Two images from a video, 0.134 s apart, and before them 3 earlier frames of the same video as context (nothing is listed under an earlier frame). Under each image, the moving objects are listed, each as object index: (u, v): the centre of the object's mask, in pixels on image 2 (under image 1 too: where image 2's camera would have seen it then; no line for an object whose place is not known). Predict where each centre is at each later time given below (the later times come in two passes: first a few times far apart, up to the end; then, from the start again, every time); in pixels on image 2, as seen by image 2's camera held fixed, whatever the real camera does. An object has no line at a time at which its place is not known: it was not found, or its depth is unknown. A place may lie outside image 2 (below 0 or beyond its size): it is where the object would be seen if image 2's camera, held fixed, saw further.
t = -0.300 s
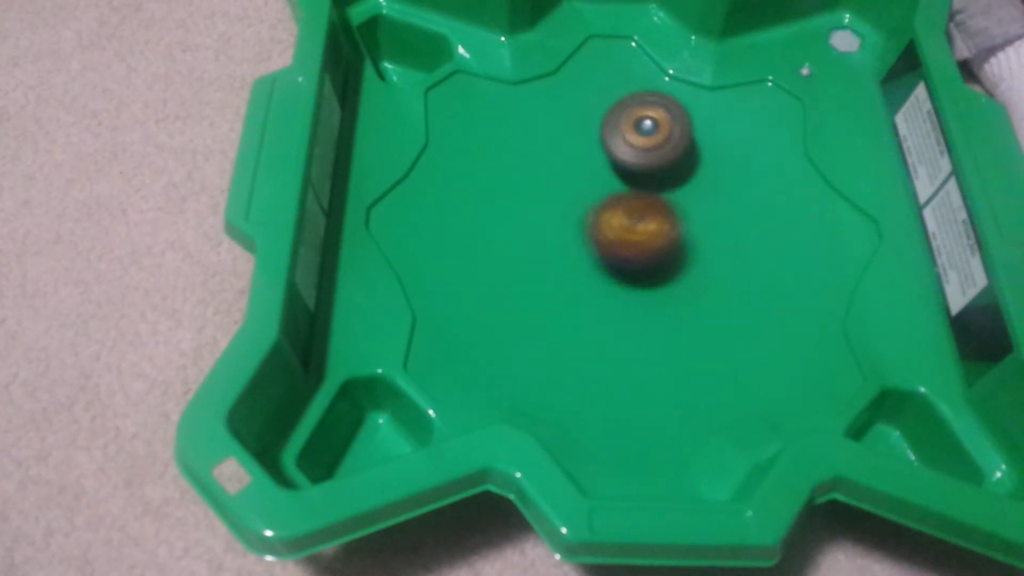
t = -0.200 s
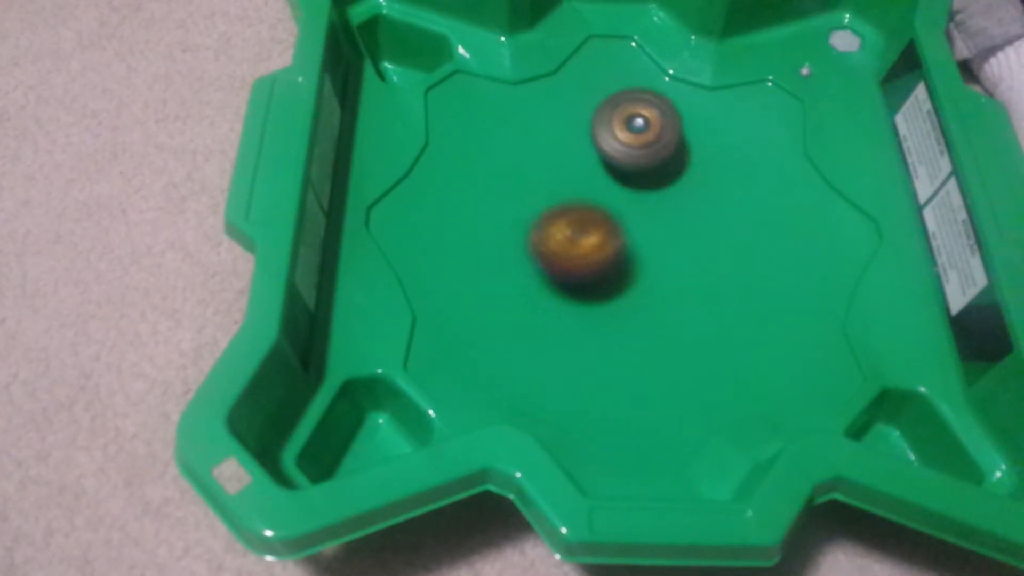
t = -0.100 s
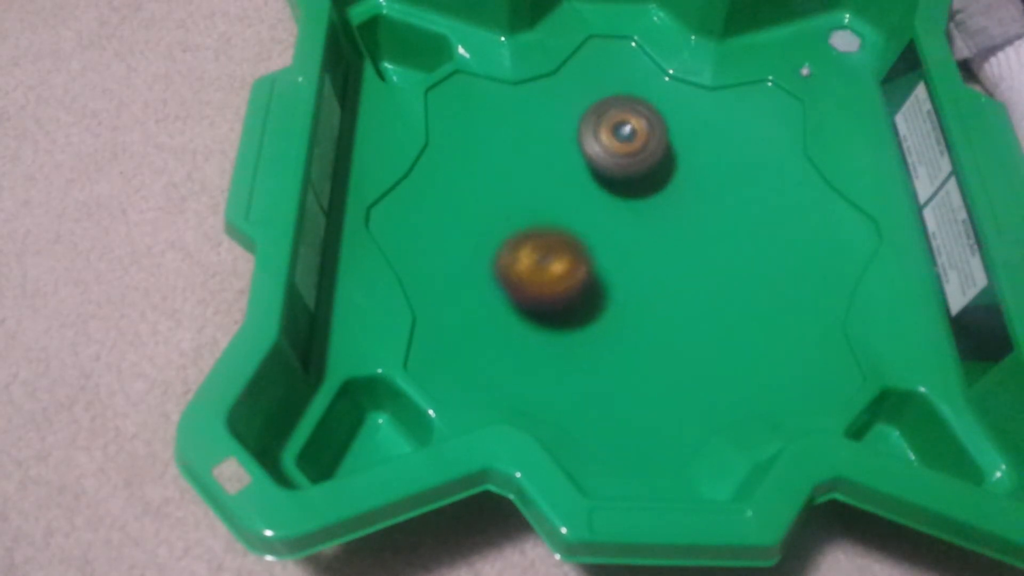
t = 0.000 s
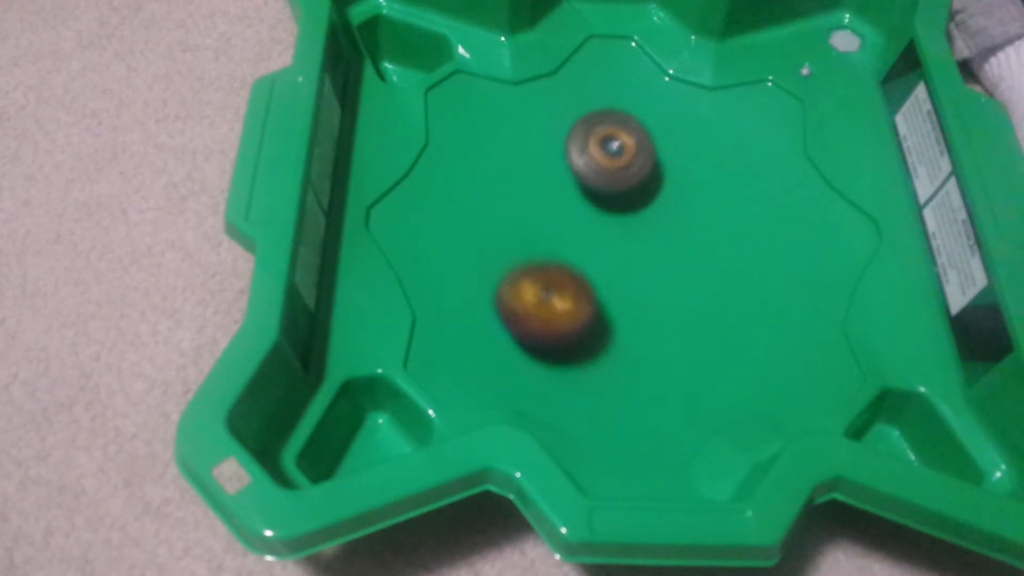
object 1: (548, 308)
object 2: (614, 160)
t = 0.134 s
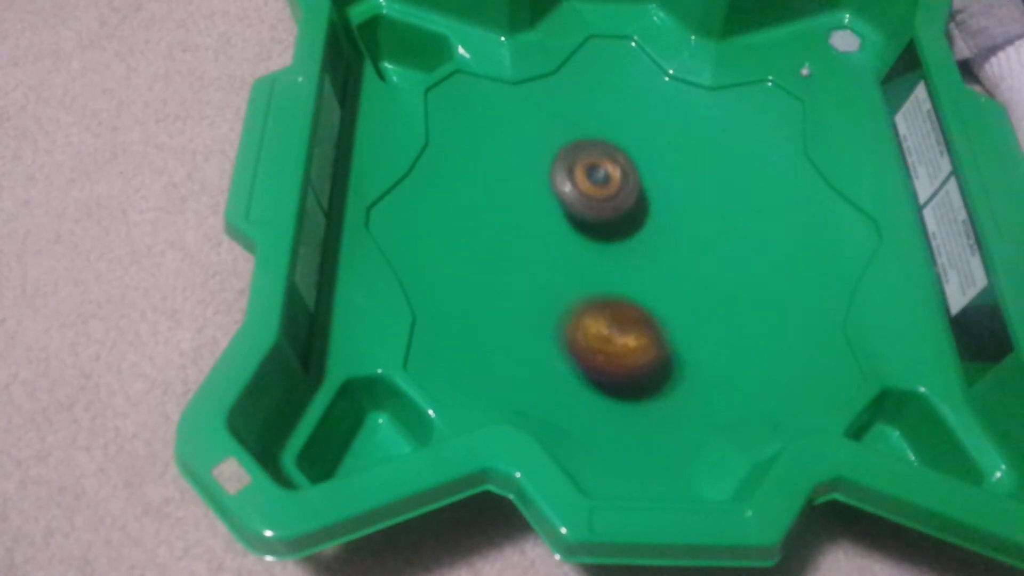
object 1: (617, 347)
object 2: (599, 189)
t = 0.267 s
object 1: (702, 314)
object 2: (594, 222)
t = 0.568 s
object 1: (631, 140)
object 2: (629, 286)
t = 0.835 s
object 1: (444, 164)
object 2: (680, 296)
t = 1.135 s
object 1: (640, 338)
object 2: (694, 250)
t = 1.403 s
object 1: (786, 184)
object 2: (654, 193)
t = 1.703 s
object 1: (585, 51)
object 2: (572, 230)
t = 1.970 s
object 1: (602, 199)
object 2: (526, 339)
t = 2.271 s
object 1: (719, 270)
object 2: (610, 355)
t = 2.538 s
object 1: (729, 162)
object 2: (694, 280)
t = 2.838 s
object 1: (563, 224)
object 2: (682, 162)
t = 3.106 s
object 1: (679, 334)
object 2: (601, 117)
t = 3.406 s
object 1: (694, 194)
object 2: (534, 179)
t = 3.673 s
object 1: (524, 187)
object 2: (577, 278)
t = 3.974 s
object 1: (607, 325)
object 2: (715, 309)
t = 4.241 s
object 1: (622, 263)
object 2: (808, 229)
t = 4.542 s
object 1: (536, 179)
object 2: (699, 160)
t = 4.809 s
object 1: (569, 244)
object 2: (547, 162)
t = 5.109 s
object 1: (732, 226)
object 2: (494, 226)
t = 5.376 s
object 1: (647, 152)
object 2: (584, 294)
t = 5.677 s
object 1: (577, 271)
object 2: (725, 260)
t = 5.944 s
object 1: (702, 300)
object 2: (730, 178)
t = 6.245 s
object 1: (671, 241)
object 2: (629, 118)
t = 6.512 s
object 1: (647, 330)
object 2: (577, 175)
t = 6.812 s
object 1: (687, 325)
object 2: (605, 254)
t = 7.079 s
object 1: (726, 271)
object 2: (631, 221)
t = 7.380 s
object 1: (701, 255)
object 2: (553, 133)
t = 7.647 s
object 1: (603, 253)
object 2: (523, 158)
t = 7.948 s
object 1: (623, 363)
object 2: (554, 144)
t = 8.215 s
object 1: (686, 324)
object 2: (614, 149)
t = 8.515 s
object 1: (682, 246)
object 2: (633, 144)
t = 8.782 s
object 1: (702, 245)
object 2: (623, 160)
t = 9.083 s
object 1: (690, 288)
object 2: (627, 190)
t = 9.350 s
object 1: (660, 288)
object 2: (668, 206)
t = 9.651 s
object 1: (588, 305)
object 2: (668, 155)
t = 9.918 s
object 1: (583, 264)
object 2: (628, 189)
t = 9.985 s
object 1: (578, 272)
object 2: (636, 189)
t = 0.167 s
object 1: (641, 347)
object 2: (597, 197)
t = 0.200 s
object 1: (665, 341)
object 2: (595, 205)
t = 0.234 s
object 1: (686, 329)
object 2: (594, 213)
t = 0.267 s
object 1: (702, 314)
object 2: (594, 222)
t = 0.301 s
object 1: (712, 294)
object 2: (594, 230)
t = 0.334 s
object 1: (717, 274)
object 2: (595, 239)
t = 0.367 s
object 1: (717, 252)
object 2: (597, 247)
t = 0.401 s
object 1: (713, 230)
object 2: (600, 254)
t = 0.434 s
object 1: (703, 208)
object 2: (605, 262)
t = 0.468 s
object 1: (689, 187)
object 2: (610, 268)
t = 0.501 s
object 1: (671, 168)
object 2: (616, 275)
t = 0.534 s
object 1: (653, 153)
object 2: (622, 281)
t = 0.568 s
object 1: (631, 140)
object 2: (629, 286)
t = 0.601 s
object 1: (607, 130)
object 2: (636, 291)
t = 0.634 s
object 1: (584, 124)
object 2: (642, 294)
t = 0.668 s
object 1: (558, 120)
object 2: (649, 297)
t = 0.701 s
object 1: (534, 121)
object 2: (656, 298)
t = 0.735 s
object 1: (509, 127)
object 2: (662, 299)
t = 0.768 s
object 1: (485, 136)
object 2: (669, 299)
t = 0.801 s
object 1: (461, 145)
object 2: (675, 298)
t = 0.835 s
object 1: (444, 164)
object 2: (680, 296)
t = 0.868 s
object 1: (436, 190)
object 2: (684, 293)
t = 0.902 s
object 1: (440, 219)
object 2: (687, 290)
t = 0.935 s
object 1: (449, 247)
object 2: (691, 286)
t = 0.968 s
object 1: (468, 275)
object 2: (694, 281)
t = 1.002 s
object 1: (494, 300)
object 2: (696, 275)
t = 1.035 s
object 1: (527, 320)
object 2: (697, 270)
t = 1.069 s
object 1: (564, 332)
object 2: (697, 263)
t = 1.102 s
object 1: (603, 338)
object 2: (696, 257)
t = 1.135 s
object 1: (640, 338)
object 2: (694, 250)
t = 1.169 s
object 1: (677, 330)
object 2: (692, 243)
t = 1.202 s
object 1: (711, 315)
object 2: (689, 234)
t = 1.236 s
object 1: (741, 297)
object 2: (682, 225)
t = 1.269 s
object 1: (763, 280)
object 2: (678, 218)
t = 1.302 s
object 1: (780, 256)
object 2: (673, 210)
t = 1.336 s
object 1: (789, 233)
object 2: (667, 204)
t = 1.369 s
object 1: (792, 208)
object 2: (661, 198)
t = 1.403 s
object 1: (786, 184)
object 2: (654, 193)
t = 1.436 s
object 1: (775, 161)
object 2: (647, 188)
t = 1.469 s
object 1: (758, 141)
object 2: (639, 184)
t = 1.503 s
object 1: (737, 124)
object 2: (632, 180)
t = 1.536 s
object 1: (711, 108)
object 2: (624, 177)
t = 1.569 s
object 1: (682, 99)
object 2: (617, 175)
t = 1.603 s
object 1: (652, 89)
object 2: (609, 173)
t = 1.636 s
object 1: (621, 85)
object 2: (601, 178)
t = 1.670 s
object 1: (602, 66)
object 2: (585, 205)
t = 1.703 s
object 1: (585, 51)
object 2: (572, 230)
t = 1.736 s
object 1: (579, 42)
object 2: (561, 253)
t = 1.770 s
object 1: (581, 60)
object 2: (552, 272)
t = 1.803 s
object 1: (584, 89)
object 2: (544, 287)
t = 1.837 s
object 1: (587, 110)
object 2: (537, 300)
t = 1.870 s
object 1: (590, 134)
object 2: (532, 311)
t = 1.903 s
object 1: (593, 156)
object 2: (528, 321)
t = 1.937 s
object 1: (597, 178)
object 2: (526, 330)
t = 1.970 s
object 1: (602, 199)
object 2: (526, 339)
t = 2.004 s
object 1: (610, 219)
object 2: (528, 347)
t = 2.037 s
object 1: (618, 236)
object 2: (533, 353)
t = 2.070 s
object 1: (631, 250)
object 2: (541, 358)
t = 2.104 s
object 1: (644, 261)
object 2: (549, 362)
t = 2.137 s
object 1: (658, 269)
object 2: (559, 364)
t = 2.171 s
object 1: (673, 274)
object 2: (570, 364)
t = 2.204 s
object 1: (688, 276)
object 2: (583, 362)
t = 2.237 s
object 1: (703, 275)
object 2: (597, 359)
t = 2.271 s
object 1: (719, 270)
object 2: (610, 355)
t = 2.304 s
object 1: (733, 262)
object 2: (624, 349)
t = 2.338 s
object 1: (745, 250)
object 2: (637, 342)
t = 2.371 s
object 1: (754, 236)
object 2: (650, 334)
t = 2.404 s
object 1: (759, 221)
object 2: (661, 325)
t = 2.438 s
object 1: (759, 204)
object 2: (671, 315)
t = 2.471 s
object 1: (753, 188)
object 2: (681, 304)
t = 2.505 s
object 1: (743, 173)
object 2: (688, 292)
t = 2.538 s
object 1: (729, 162)
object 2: (694, 280)
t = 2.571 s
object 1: (710, 153)
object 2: (699, 266)
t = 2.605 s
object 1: (690, 149)
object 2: (703, 252)
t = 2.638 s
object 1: (667, 147)
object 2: (705, 238)
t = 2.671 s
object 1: (643, 151)
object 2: (704, 224)
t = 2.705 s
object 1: (621, 158)
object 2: (702, 211)
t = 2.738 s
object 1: (599, 171)
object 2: (699, 198)
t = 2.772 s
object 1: (584, 186)
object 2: (695, 185)
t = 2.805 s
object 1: (571, 202)
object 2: (689, 173)
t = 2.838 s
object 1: (563, 224)
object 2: (682, 162)
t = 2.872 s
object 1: (560, 243)
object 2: (674, 151)
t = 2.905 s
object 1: (564, 264)
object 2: (665, 142)
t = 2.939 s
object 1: (573, 285)
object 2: (655, 134)
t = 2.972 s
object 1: (587, 301)
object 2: (645, 128)
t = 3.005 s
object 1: (607, 318)
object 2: (635, 122)
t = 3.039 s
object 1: (629, 329)
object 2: (624, 119)
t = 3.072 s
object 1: (655, 334)
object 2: (612, 117)
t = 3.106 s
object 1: (679, 334)
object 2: (601, 117)
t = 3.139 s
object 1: (700, 328)
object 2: (591, 118)
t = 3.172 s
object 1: (719, 317)
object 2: (580, 121)
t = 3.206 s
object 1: (731, 302)
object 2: (571, 125)
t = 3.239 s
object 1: (738, 285)
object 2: (562, 131)
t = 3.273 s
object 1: (740, 265)
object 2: (554, 138)
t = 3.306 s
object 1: (736, 247)
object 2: (547, 147)
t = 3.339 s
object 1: (726, 227)
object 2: (541, 157)
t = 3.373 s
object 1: (711, 209)
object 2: (537, 167)
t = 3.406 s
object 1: (694, 194)
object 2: (534, 179)
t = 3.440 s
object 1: (675, 182)
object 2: (533, 192)
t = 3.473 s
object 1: (651, 170)
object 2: (533, 204)
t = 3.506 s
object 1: (626, 164)
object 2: (536, 217)
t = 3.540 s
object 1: (604, 161)
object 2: (540, 230)
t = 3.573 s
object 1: (582, 162)
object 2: (547, 243)
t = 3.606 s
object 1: (561, 166)
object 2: (555, 257)
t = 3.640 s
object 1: (540, 175)
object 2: (565, 267)
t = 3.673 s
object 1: (524, 187)
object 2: (577, 278)
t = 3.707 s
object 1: (512, 200)
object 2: (590, 288)
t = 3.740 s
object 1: (503, 218)
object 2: (604, 296)
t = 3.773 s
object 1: (499, 237)
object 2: (619, 303)
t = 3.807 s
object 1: (500, 256)
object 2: (635, 308)
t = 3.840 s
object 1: (509, 275)
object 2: (652, 312)
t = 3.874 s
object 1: (528, 296)
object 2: (667, 313)
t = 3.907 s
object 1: (550, 311)
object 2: (683, 313)
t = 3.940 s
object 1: (576, 320)
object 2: (699, 312)
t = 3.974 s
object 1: (607, 325)
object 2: (715, 309)
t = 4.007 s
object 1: (612, 327)
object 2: (745, 299)
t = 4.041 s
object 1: (616, 326)
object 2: (769, 289)
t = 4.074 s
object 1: (619, 322)
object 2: (785, 280)
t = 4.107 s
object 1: (623, 315)
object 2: (796, 270)
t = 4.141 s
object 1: (625, 305)
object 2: (803, 260)
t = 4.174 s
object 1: (626, 292)
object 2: (807, 250)
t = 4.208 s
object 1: (625, 278)
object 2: (809, 239)
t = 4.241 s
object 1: (622, 263)
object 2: (808, 229)
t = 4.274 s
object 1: (617, 249)
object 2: (804, 218)
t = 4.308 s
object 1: (610, 234)
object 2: (798, 208)
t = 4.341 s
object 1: (602, 220)
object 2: (789, 199)
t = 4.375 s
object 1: (591, 208)
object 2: (778, 190)
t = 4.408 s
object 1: (581, 198)
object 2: (765, 182)
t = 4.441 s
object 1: (569, 190)
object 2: (751, 175)
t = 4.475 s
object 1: (558, 184)
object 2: (734, 169)
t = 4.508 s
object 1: (546, 180)
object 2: (717, 163)
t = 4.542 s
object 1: (536, 179)
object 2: (699, 160)
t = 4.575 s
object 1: (527, 182)
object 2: (680, 157)
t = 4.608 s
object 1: (520, 187)
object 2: (660, 155)
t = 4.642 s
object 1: (516, 195)
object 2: (640, 155)
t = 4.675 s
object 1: (518, 205)
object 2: (620, 156)
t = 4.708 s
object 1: (525, 217)
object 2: (601, 157)
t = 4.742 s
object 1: (537, 228)
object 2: (584, 159)
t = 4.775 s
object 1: (552, 235)
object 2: (566, 159)
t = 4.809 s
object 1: (569, 244)
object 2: (547, 162)
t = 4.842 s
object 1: (589, 259)
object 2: (536, 165)
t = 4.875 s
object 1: (610, 269)
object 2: (525, 169)
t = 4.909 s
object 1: (633, 274)
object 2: (515, 173)
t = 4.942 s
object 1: (656, 274)
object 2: (507, 179)
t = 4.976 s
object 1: (677, 271)
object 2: (500, 187)
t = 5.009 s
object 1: (696, 264)
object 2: (495, 196)
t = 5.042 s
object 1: (712, 254)
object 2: (493, 205)
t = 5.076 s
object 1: (724, 241)
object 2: (493, 215)
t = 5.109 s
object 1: (732, 226)
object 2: (494, 226)
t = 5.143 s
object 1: (735, 212)
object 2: (498, 237)
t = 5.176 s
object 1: (733, 197)
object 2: (505, 248)
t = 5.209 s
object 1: (727, 183)
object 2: (513, 258)
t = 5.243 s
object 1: (715, 171)
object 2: (524, 268)
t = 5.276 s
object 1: (701, 161)
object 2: (536, 276)
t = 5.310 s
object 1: (684, 155)
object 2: (551, 284)
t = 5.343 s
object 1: (666, 152)
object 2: (567, 290)
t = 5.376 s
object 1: (647, 152)
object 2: (584, 294)
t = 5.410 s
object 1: (629, 157)
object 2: (602, 297)
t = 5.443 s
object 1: (611, 165)
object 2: (620, 299)
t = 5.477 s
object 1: (596, 175)
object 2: (638, 298)
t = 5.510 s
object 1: (584, 189)
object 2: (656, 295)
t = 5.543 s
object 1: (575, 204)
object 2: (672, 291)
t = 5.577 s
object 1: (569, 220)
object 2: (688, 285)
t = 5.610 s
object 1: (567, 238)
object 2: (701, 278)
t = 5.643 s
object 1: (570, 255)
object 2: (714, 269)
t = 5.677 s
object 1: (577, 271)
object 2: (725, 260)
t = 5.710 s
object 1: (588, 286)
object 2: (732, 251)
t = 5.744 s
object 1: (602, 298)
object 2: (738, 240)
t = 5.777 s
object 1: (619, 308)
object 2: (742, 229)
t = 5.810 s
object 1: (636, 314)
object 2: (743, 219)
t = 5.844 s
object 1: (656, 316)
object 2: (743, 208)
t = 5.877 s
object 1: (673, 314)
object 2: (740, 198)
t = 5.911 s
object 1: (689, 309)
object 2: (736, 188)
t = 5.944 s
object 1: (702, 300)
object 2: (730, 178)
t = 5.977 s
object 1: (712, 289)
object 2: (722, 170)
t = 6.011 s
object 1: (717, 275)
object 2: (712, 163)
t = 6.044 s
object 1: (718, 262)
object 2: (702, 157)
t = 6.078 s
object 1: (716, 247)
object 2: (690, 153)
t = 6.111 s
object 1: (709, 233)
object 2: (678, 147)
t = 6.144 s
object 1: (700, 220)
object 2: (664, 143)
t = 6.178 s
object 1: (688, 219)
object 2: (653, 135)
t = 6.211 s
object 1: (679, 229)
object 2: (640, 125)
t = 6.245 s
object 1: (671, 241)
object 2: (629, 118)
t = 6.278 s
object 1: (664, 253)
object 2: (617, 117)
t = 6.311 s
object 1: (659, 267)
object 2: (609, 121)
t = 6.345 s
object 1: (655, 278)
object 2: (602, 127)
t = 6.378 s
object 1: (652, 288)
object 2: (595, 134)
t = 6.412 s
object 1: (648, 300)
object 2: (588, 143)
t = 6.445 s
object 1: (646, 312)
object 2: (583, 153)
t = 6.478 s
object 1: (645, 322)
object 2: (579, 163)
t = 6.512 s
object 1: (647, 330)
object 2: (577, 175)
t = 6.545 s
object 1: (649, 335)
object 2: (576, 188)
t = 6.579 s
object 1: (651, 337)
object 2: (577, 201)
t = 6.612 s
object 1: (654, 337)
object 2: (580, 214)
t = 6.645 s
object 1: (657, 333)
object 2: (584, 228)
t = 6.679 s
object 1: (659, 326)
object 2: (590, 240)
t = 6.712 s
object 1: (659, 321)
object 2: (594, 248)
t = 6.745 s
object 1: (666, 323)
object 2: (596, 250)
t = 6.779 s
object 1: (678, 327)
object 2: (599, 252)
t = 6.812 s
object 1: (687, 325)
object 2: (605, 254)
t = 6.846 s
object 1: (694, 320)
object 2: (611, 255)
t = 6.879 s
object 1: (701, 315)
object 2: (618, 256)
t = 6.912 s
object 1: (717, 313)
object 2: (621, 250)
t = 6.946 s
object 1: (729, 308)
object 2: (621, 244)
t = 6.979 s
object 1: (733, 300)
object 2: (623, 237)
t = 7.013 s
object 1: (733, 292)
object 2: (626, 232)
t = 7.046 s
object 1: (732, 283)
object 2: (629, 227)
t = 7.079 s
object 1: (726, 271)
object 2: (631, 221)
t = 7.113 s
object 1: (717, 262)
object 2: (629, 214)
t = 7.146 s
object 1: (724, 264)
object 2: (617, 198)
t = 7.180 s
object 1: (730, 263)
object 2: (602, 183)
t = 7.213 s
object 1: (731, 266)
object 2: (591, 169)
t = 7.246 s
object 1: (731, 266)
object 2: (582, 158)
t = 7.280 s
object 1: (727, 262)
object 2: (574, 149)
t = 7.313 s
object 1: (719, 260)
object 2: (567, 143)
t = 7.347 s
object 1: (712, 258)
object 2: (559, 137)
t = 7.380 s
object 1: (701, 255)
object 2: (553, 133)
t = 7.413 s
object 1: (688, 255)
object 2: (545, 131)
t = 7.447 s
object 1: (678, 254)
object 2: (539, 130)
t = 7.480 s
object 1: (664, 253)
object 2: (534, 131)
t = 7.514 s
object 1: (651, 253)
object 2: (529, 134)
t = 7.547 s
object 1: (640, 252)
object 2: (525, 138)
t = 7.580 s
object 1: (625, 252)
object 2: (523, 143)
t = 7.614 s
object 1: (613, 254)
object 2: (522, 150)
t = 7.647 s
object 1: (603, 253)
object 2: (523, 158)
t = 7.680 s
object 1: (590, 255)
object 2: (525, 166)
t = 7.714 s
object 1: (582, 259)
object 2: (528, 174)
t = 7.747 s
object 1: (575, 261)
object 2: (531, 179)
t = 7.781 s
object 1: (581, 291)
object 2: (534, 172)
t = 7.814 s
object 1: (586, 312)
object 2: (533, 162)
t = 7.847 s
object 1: (594, 334)
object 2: (535, 154)
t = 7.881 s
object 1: (604, 345)
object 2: (540, 148)
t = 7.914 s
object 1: (611, 356)
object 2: (547, 146)
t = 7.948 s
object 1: (623, 363)
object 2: (554, 144)
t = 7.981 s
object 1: (631, 368)
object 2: (563, 143)
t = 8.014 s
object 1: (646, 372)
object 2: (570, 143)
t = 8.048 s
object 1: (655, 370)
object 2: (579, 143)
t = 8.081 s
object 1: (669, 368)
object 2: (586, 144)
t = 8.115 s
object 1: (674, 358)
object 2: (595, 144)
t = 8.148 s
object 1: (683, 350)
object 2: (601, 146)
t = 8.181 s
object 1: (683, 335)
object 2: (608, 147)
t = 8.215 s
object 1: (686, 324)
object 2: (614, 149)
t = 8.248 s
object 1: (684, 308)
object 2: (620, 150)
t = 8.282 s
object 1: (683, 296)
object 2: (626, 152)
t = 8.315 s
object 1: (679, 280)
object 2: (631, 154)
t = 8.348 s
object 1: (676, 268)
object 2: (636, 156)
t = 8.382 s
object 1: (673, 253)
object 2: (640, 158)
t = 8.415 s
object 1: (669, 244)
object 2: (644, 159)
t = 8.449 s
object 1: (671, 239)
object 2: (641, 154)
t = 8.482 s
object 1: (676, 246)
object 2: (637, 149)
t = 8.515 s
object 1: (682, 246)
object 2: (633, 144)
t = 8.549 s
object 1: (682, 249)
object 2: (632, 143)
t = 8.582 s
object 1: (687, 249)
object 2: (630, 142)
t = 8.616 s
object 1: (689, 250)
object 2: (630, 143)
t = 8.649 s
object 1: (696, 250)
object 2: (628, 144)
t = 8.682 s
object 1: (697, 250)
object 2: (626, 147)
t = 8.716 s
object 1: (703, 250)
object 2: (624, 150)
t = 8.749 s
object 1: (701, 246)
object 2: (623, 155)
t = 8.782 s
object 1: (702, 245)
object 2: (623, 160)
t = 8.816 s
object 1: (697, 241)
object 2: (623, 166)
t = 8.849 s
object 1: (693, 241)
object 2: (623, 171)
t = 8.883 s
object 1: (688, 242)
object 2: (621, 174)
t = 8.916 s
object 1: (692, 254)
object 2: (619, 175)
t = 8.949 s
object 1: (691, 261)
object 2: (616, 176)
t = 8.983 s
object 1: (695, 270)
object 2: (617, 180)
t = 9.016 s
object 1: (692, 276)
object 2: (619, 183)
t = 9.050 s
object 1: (695, 282)
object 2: (624, 187)
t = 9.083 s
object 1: (690, 288)
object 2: (627, 190)
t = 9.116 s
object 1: (691, 291)
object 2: (631, 195)
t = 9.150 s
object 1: (686, 296)
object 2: (636, 198)
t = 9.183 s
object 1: (686, 295)
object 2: (641, 202)
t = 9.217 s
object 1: (683, 297)
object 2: (646, 204)
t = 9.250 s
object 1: (678, 294)
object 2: (651, 204)
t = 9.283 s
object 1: (672, 293)
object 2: (657, 206)
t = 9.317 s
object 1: (664, 289)
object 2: (663, 206)
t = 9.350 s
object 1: (660, 288)
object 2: (668, 206)
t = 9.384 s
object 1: (651, 284)
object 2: (671, 205)
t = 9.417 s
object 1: (643, 292)
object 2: (674, 200)
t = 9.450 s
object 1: (630, 298)
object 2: (677, 188)
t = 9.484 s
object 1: (625, 301)
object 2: (678, 179)
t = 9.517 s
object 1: (615, 305)
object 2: (679, 171)
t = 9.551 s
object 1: (608, 305)
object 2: (678, 166)
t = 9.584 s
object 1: (601, 308)
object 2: (676, 161)
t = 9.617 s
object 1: (592, 305)
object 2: (672, 157)
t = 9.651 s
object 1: (588, 305)
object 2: (668, 155)
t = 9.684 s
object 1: (579, 303)
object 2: (662, 154)
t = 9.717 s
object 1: (578, 299)
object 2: (657, 154)
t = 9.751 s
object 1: (575, 298)
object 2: (651, 156)
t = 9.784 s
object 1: (574, 291)
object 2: (646, 160)
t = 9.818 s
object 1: (577, 287)
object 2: (640, 165)
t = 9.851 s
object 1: (576, 279)
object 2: (635, 171)
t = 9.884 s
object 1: (582, 271)
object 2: (632, 180)
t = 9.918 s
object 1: (583, 264)
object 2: (628, 189)
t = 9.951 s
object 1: (582, 262)
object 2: (629, 194)
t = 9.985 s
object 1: (578, 272)
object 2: (636, 189)
